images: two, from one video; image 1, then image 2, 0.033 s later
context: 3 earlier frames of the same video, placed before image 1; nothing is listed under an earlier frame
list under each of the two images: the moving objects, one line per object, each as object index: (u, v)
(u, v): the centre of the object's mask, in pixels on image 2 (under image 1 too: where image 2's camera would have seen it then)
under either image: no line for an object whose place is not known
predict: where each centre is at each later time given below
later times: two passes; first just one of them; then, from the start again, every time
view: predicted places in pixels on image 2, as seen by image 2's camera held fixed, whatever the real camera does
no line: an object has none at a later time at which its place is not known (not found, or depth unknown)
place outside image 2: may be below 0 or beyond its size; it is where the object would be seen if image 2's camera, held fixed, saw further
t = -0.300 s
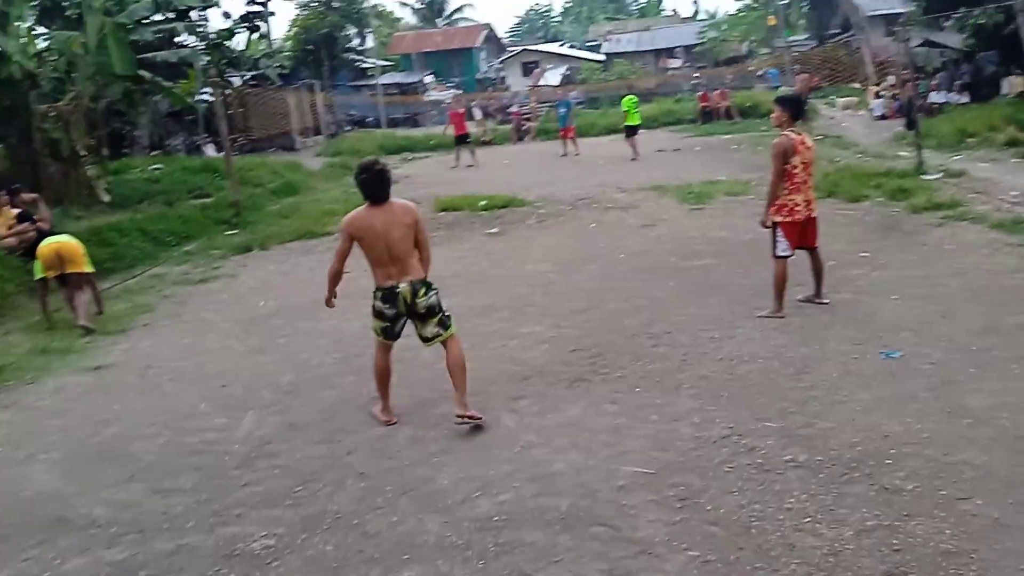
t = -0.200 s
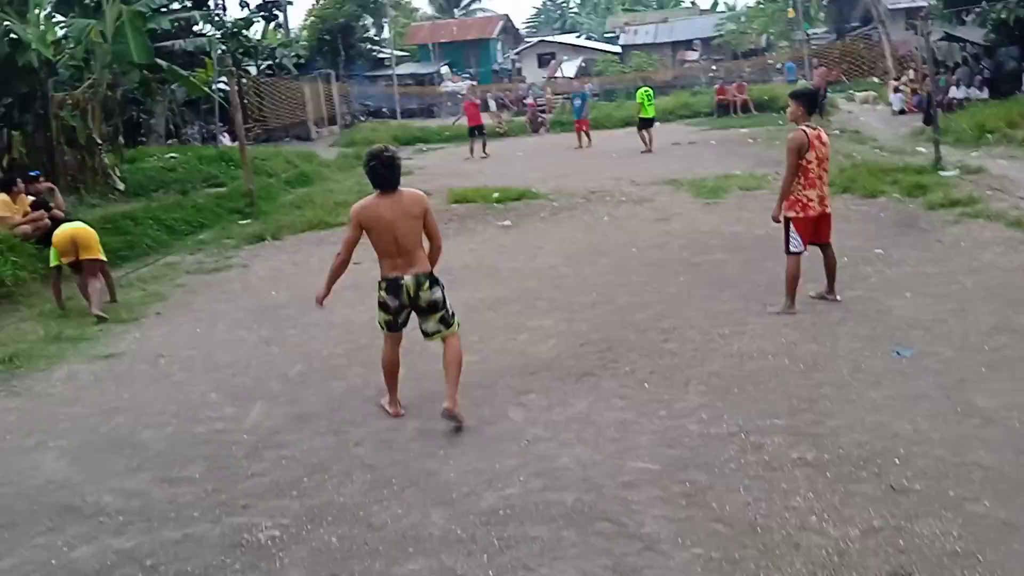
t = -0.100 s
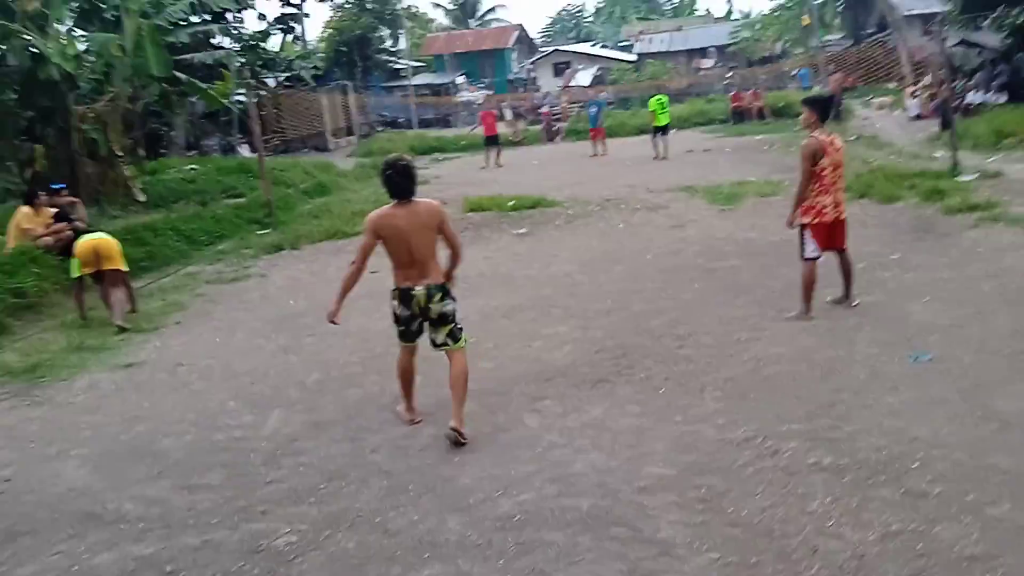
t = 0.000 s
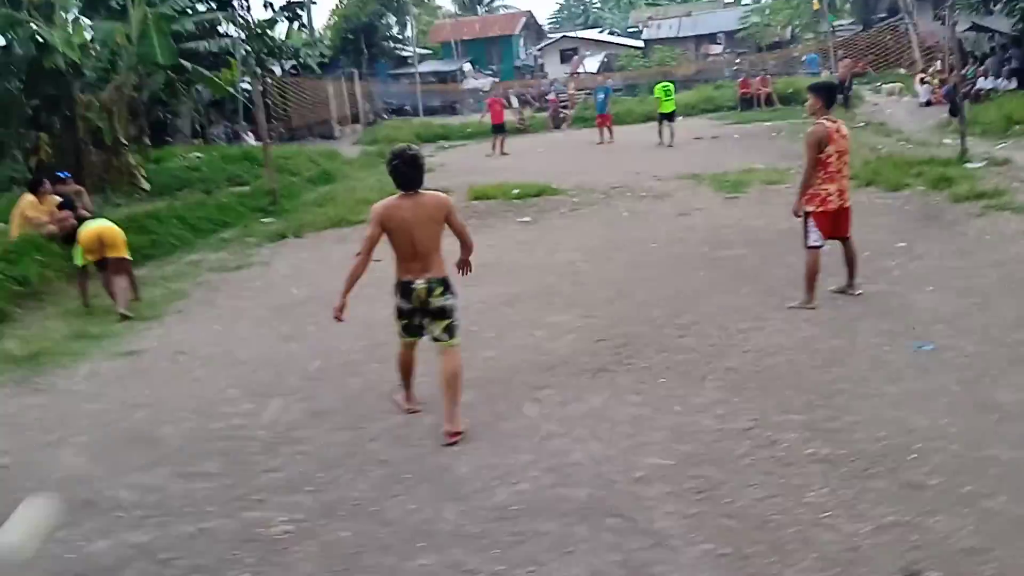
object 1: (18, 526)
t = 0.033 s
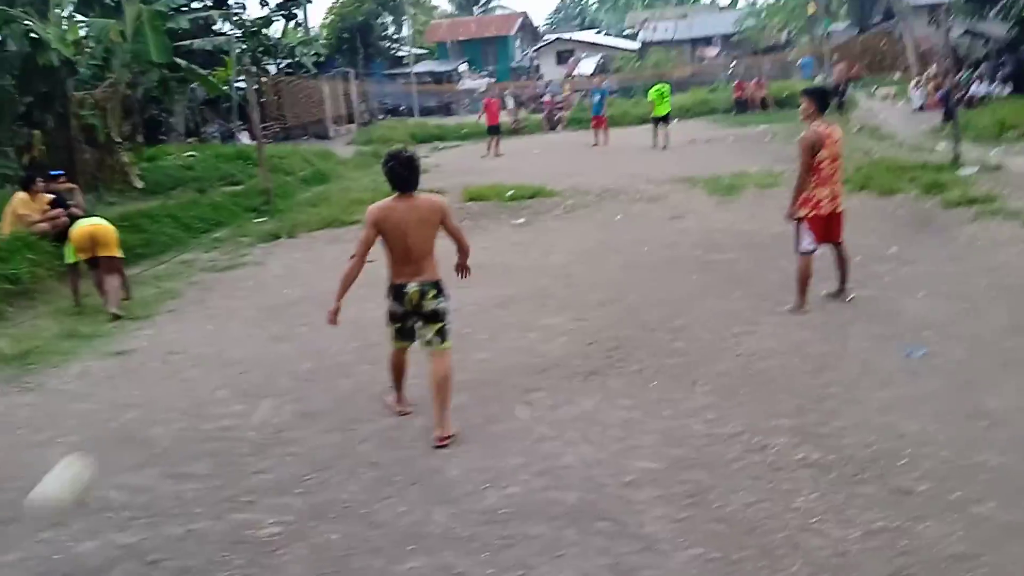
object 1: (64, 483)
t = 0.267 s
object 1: (279, 348)
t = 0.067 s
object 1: (108, 445)
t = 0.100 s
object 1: (148, 417)
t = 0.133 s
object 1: (181, 397)
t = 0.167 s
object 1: (211, 377)
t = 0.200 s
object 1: (234, 366)
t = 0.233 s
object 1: (256, 356)
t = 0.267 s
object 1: (279, 348)
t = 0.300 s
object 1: (296, 344)
